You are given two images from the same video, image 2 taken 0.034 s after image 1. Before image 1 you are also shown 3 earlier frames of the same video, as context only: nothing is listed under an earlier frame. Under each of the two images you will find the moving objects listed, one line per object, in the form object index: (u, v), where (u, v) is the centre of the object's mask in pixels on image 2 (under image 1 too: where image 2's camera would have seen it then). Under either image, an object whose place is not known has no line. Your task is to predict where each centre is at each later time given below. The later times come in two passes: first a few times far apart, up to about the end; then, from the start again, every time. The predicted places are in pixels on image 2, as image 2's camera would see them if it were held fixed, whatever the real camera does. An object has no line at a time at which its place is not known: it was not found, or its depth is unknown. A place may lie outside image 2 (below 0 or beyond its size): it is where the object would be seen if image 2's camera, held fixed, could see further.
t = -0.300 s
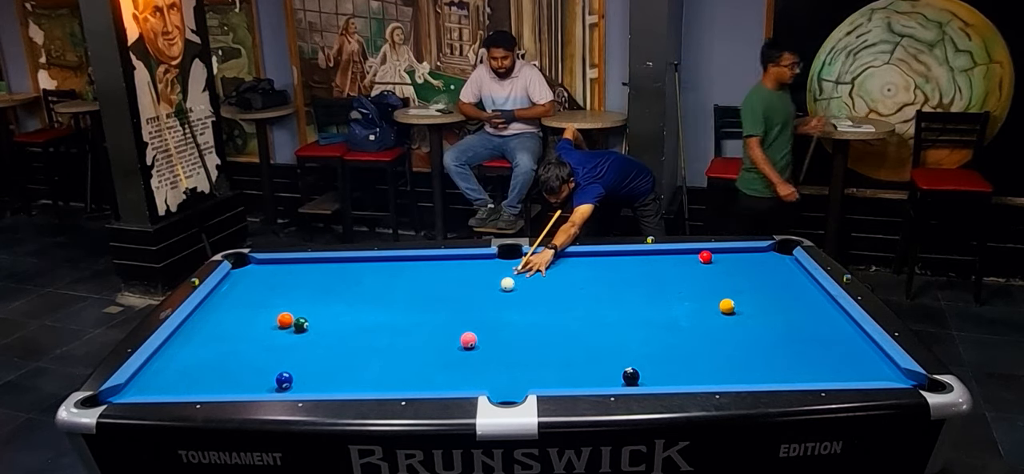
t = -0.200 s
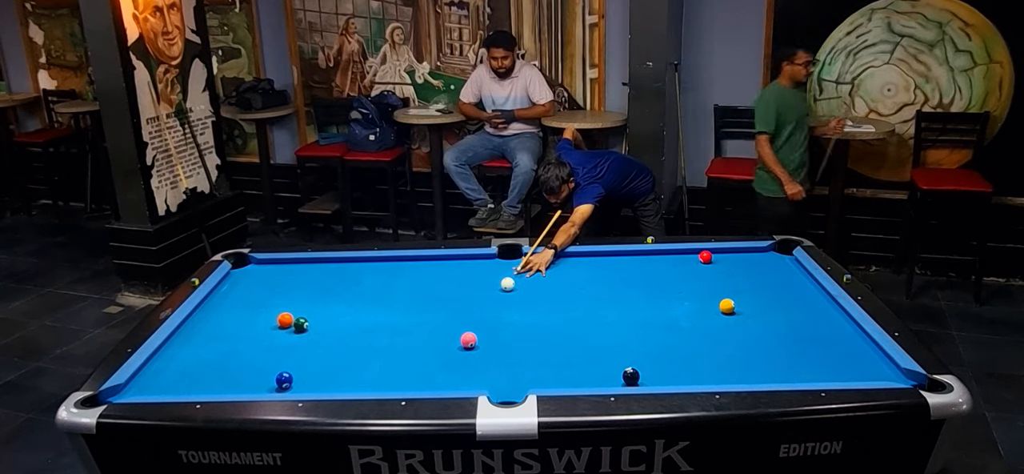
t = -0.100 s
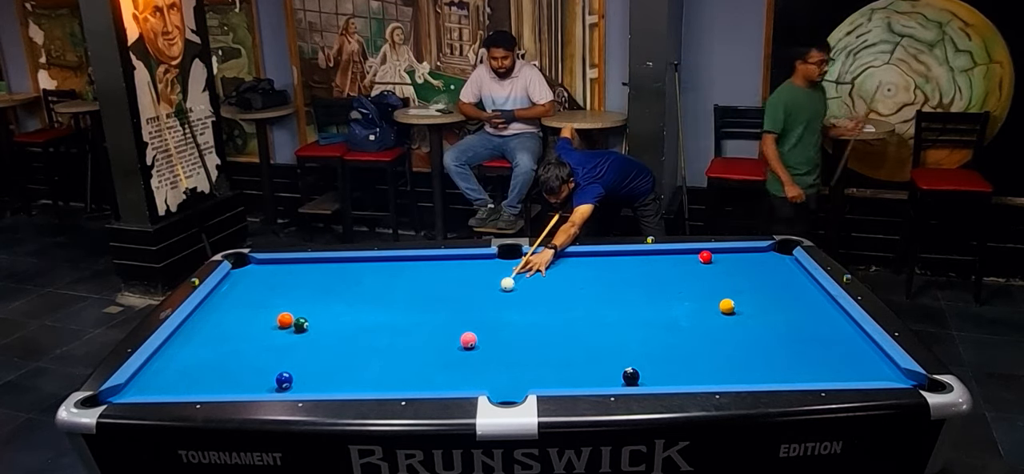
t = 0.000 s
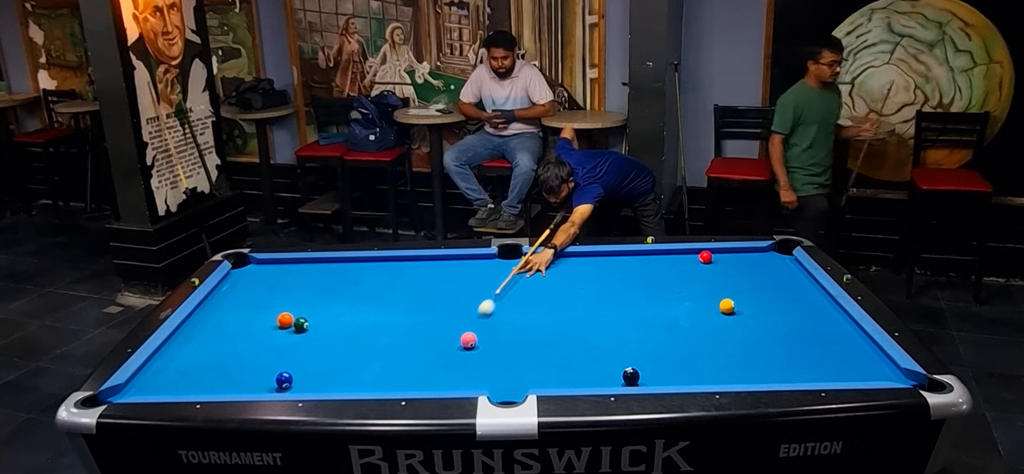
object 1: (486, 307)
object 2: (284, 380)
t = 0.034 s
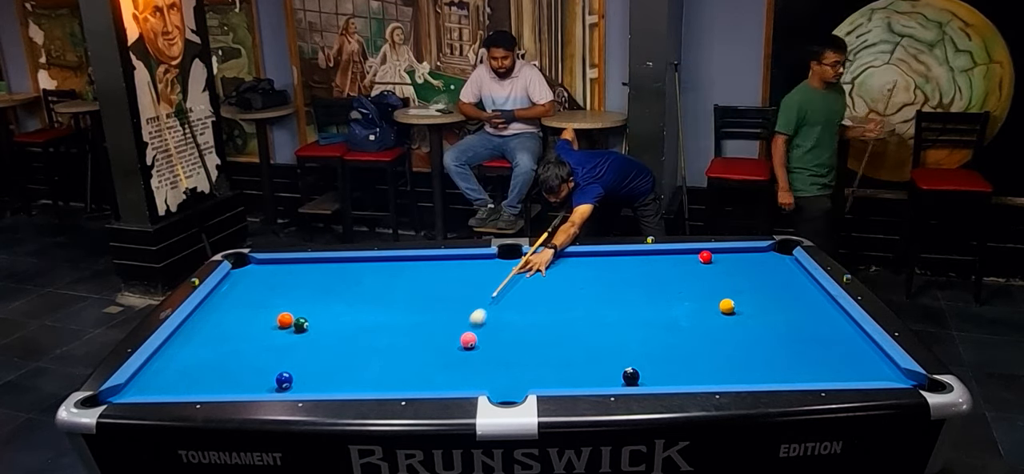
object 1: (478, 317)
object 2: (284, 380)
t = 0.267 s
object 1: (396, 352)
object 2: (284, 380)
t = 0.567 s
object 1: (289, 387)
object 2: (273, 379)
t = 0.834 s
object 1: (265, 369)
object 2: (231, 374)
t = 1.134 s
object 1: (245, 346)
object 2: (188, 370)
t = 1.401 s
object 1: (230, 329)
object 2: (153, 366)
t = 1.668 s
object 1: (216, 314)
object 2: (169, 363)
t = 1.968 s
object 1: (212, 299)
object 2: (194, 360)
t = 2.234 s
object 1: (234, 289)
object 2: (214, 359)
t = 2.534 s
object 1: (255, 280)
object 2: (234, 356)
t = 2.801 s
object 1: (272, 272)
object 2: (250, 355)
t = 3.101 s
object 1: (290, 265)
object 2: (266, 353)
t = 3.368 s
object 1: (301, 262)
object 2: (278, 352)
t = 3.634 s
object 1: (306, 265)
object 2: (289, 351)
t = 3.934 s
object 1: (312, 269)
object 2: (298, 350)
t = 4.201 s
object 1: (317, 271)
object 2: (304, 349)
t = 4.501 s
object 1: (322, 273)
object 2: (310, 348)
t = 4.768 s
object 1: (325, 275)
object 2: (314, 348)
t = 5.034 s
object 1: (328, 277)
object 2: (315, 347)
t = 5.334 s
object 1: (331, 278)
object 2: (316, 347)
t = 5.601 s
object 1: (333, 278)
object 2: (315, 347)
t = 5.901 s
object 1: (334, 278)
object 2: (315, 347)
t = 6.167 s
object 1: (334, 279)
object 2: (315, 347)
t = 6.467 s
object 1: (334, 279)
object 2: (316, 347)
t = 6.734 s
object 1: (334, 279)
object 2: (315, 347)
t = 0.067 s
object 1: (469, 325)
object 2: (284, 380)
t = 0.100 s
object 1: (458, 333)
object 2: (284, 380)
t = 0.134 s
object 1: (446, 337)
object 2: (284, 380)
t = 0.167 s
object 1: (433, 340)
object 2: (284, 380)
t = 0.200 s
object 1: (421, 344)
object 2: (284, 380)
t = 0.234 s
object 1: (409, 348)
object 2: (284, 380)
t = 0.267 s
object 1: (396, 352)
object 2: (284, 380)
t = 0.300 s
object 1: (384, 355)
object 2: (284, 380)
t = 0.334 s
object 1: (371, 359)
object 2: (284, 380)
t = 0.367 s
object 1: (358, 363)
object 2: (284, 380)
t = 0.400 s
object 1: (345, 367)
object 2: (284, 380)
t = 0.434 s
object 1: (332, 372)
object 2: (284, 380)
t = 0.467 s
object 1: (319, 376)
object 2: (284, 380)
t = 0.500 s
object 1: (305, 380)
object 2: (284, 380)
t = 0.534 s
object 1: (296, 384)
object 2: (280, 379)
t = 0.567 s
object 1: (289, 387)
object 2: (273, 379)
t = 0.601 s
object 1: (283, 387)
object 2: (267, 378)
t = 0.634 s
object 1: (281, 385)
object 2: (262, 378)
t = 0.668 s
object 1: (278, 383)
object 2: (256, 377)
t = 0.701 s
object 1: (275, 381)
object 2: (251, 376)
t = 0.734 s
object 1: (273, 378)
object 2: (246, 376)
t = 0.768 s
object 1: (270, 375)
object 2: (241, 375)
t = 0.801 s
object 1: (267, 372)
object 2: (236, 375)
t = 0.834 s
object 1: (265, 369)
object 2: (231, 374)
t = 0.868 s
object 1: (263, 367)
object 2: (226, 374)
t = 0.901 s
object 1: (260, 364)
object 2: (221, 373)
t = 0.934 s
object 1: (258, 361)
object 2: (216, 373)
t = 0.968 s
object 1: (256, 359)
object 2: (211, 372)
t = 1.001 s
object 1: (253, 356)
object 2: (206, 372)
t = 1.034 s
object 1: (251, 354)
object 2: (201, 372)
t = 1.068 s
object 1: (249, 351)
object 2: (197, 371)
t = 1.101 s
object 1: (247, 349)
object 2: (193, 370)
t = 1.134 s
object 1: (245, 346)
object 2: (188, 370)
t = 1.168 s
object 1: (243, 344)
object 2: (183, 369)
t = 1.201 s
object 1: (241, 342)
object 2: (179, 369)
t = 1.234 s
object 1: (239, 339)
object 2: (175, 368)
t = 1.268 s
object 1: (237, 337)
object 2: (170, 368)
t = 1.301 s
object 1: (235, 335)
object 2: (166, 367)
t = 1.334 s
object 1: (233, 333)
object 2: (162, 367)
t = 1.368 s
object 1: (231, 331)
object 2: (157, 367)
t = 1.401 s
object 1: (230, 329)
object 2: (153, 366)
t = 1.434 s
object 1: (228, 327)
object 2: (147, 367)
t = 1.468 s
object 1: (226, 325)
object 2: (149, 367)
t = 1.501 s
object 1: (224, 323)
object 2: (154, 365)
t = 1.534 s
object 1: (223, 321)
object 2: (156, 365)
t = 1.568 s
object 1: (221, 319)
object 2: (160, 364)
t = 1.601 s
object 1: (219, 317)
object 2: (163, 364)
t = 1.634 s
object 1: (218, 315)
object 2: (166, 364)
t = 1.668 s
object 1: (216, 314)
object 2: (169, 363)
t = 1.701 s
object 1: (215, 312)
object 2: (172, 363)
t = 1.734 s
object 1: (213, 310)
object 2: (175, 363)
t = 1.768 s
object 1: (212, 308)
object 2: (178, 362)
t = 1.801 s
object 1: (210, 306)
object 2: (180, 362)
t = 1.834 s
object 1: (209, 305)
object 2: (183, 362)
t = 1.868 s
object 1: (208, 303)
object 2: (186, 361)
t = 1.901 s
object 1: (206, 301)
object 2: (189, 361)
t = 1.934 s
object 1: (209, 300)
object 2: (191, 361)
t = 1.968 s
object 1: (212, 299)
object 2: (194, 360)
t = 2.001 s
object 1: (215, 298)
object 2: (197, 360)
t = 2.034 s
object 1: (218, 296)
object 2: (199, 360)
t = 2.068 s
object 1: (220, 295)
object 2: (202, 360)
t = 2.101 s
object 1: (223, 294)
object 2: (204, 360)
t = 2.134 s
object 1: (226, 293)
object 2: (206, 359)
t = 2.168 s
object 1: (228, 292)
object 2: (209, 359)
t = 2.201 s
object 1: (231, 290)
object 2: (211, 359)
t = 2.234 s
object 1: (234, 289)
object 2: (214, 359)
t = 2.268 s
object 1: (236, 288)
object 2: (217, 358)
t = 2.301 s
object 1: (239, 287)
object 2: (219, 358)
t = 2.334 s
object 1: (241, 286)
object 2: (221, 358)
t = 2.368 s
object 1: (244, 285)
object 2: (223, 358)
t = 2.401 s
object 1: (246, 284)
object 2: (226, 357)
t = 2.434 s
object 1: (248, 283)
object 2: (228, 357)
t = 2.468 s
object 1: (250, 282)
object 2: (230, 357)
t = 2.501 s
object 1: (253, 281)
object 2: (232, 357)
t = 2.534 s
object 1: (255, 280)
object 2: (234, 356)
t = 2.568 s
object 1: (257, 279)
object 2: (237, 356)
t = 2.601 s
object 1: (260, 278)
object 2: (239, 356)
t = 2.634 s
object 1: (262, 277)
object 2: (241, 356)
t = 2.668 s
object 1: (264, 276)
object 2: (243, 356)
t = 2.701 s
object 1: (266, 275)
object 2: (245, 355)
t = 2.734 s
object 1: (268, 274)
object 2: (247, 355)
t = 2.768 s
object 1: (270, 273)
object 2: (249, 355)
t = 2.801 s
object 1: (272, 272)
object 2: (250, 355)
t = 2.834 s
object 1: (274, 271)
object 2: (252, 355)
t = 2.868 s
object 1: (276, 270)
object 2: (254, 355)
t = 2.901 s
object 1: (278, 270)
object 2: (256, 354)
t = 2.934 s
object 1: (280, 269)
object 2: (258, 354)
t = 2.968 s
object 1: (282, 268)
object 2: (260, 354)
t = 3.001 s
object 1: (284, 267)
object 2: (261, 354)
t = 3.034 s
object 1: (286, 266)
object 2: (263, 353)
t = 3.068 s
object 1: (288, 265)
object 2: (265, 353)
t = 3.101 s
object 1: (290, 265)
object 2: (266, 353)
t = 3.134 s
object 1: (292, 264)
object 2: (268, 353)
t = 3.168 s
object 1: (294, 263)
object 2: (270, 353)
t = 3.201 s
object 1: (295, 262)
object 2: (271, 353)
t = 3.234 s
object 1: (297, 262)
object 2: (273, 352)
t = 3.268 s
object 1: (299, 261)
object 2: (274, 352)
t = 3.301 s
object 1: (299, 261)
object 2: (275, 352)
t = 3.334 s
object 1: (300, 262)
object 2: (277, 352)
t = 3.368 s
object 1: (301, 262)
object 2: (278, 352)
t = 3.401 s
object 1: (302, 262)
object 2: (280, 352)
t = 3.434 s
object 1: (302, 263)
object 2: (281, 351)
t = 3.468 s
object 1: (303, 263)
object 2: (282, 351)
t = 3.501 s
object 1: (304, 264)
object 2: (284, 351)
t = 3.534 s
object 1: (304, 264)
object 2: (285, 351)
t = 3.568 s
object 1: (305, 264)
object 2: (286, 351)
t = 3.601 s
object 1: (306, 265)
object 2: (287, 351)
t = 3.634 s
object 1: (306, 265)
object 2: (289, 351)
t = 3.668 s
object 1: (307, 265)
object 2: (290, 351)
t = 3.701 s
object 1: (308, 266)
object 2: (291, 351)
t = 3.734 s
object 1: (308, 266)
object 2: (292, 350)
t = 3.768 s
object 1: (309, 267)
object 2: (293, 350)
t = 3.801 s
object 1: (310, 267)
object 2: (294, 350)
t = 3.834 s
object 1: (310, 268)
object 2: (295, 350)
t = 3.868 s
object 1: (311, 268)
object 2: (296, 350)
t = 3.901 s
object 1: (312, 268)
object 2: (297, 350)
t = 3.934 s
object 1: (312, 269)
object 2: (298, 350)
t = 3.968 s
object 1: (313, 269)
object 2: (299, 350)
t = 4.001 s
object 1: (314, 269)
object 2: (300, 350)
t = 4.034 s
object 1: (314, 269)
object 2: (301, 350)
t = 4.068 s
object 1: (315, 270)
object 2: (302, 350)
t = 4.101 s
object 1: (316, 270)
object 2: (302, 350)
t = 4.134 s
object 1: (316, 270)
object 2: (303, 350)
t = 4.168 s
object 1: (317, 271)
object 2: (304, 349)
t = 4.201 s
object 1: (317, 271)
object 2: (304, 349)
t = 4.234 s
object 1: (318, 271)
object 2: (305, 349)
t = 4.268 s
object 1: (318, 272)
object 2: (306, 349)
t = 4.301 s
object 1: (319, 272)
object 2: (307, 349)
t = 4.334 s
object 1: (319, 272)
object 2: (307, 349)
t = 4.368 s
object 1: (320, 272)
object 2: (308, 349)
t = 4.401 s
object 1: (321, 273)
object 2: (309, 349)
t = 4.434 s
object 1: (321, 273)
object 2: (309, 348)
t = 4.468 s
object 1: (321, 273)
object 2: (310, 348)
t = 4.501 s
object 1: (322, 273)
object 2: (310, 348)
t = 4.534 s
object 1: (323, 274)
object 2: (311, 348)
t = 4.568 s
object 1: (323, 274)
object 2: (311, 348)
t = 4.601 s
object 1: (324, 274)
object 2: (312, 348)
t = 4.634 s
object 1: (324, 274)
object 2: (312, 348)
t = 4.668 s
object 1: (324, 274)
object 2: (312, 348)
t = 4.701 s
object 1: (325, 275)
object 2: (313, 348)
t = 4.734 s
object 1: (325, 275)
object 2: (313, 348)
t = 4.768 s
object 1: (325, 275)
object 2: (314, 348)
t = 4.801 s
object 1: (326, 276)
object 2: (314, 348)
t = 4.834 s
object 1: (326, 276)
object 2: (314, 348)
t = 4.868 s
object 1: (327, 276)
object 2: (315, 348)
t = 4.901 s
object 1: (327, 276)
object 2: (315, 347)
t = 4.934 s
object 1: (327, 276)
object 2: (315, 348)
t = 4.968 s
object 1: (328, 276)
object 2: (315, 347)
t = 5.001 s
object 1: (328, 277)
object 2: (315, 347)
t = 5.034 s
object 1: (328, 277)
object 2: (315, 347)
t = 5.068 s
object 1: (329, 277)
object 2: (316, 347)
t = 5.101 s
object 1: (329, 277)
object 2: (316, 347)
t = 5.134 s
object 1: (329, 277)
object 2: (316, 347)
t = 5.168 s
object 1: (330, 277)
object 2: (316, 347)
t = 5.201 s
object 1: (330, 277)
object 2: (316, 347)
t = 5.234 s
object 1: (330, 278)
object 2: (316, 347)
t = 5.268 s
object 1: (330, 278)
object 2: (316, 347)
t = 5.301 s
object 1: (331, 278)
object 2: (316, 347)
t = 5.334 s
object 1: (331, 278)
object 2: (316, 347)
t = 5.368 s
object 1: (331, 278)
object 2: (315, 347)
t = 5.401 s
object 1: (331, 278)
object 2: (315, 347)
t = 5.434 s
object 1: (332, 278)
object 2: (315, 347)
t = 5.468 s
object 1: (332, 278)
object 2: (315, 347)
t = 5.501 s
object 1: (332, 278)
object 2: (315, 347)
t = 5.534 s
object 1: (332, 278)
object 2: (315, 347)
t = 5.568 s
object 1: (333, 278)
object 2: (315, 347)
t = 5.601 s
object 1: (333, 278)
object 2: (315, 347)
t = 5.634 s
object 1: (333, 278)
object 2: (315, 347)
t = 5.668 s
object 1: (333, 278)
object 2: (315, 347)
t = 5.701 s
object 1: (333, 278)
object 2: (315, 347)
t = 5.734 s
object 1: (334, 278)
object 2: (315, 347)
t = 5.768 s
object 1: (334, 278)
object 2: (315, 347)
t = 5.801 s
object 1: (334, 278)
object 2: (315, 347)
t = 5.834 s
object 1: (334, 278)
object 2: (315, 347)
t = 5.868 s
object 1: (334, 278)
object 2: (315, 347)
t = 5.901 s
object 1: (334, 278)
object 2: (315, 347)
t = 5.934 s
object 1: (334, 279)
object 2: (316, 347)
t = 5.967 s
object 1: (334, 279)
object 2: (316, 347)
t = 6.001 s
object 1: (334, 279)
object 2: (316, 347)
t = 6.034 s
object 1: (334, 279)
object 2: (316, 347)
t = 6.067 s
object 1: (334, 279)
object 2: (316, 347)
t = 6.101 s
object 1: (334, 279)
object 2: (316, 347)
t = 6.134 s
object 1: (334, 279)
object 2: (316, 347)
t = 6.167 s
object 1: (334, 279)
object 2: (315, 347)
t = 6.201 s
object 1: (334, 279)
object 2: (316, 347)
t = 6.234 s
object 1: (334, 279)
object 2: (316, 347)
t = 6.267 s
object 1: (334, 279)
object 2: (316, 347)
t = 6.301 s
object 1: (334, 279)
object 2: (316, 347)
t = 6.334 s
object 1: (334, 279)
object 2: (315, 347)
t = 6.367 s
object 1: (334, 279)
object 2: (315, 347)
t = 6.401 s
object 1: (334, 279)
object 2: (315, 347)
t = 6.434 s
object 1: (334, 279)
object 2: (315, 347)
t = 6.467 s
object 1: (334, 279)
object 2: (316, 347)
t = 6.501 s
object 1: (334, 279)
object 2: (315, 347)
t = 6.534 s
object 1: (334, 279)
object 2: (315, 347)
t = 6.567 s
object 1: (334, 279)
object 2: (315, 347)
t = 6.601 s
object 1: (334, 279)
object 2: (315, 347)
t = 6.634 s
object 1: (334, 279)
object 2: (315, 347)
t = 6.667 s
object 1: (334, 279)
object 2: (315, 347)
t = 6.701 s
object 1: (334, 279)
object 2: (315, 347)
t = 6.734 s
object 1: (334, 279)
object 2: (315, 347)
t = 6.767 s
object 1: (334, 279)
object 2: (315, 347)
